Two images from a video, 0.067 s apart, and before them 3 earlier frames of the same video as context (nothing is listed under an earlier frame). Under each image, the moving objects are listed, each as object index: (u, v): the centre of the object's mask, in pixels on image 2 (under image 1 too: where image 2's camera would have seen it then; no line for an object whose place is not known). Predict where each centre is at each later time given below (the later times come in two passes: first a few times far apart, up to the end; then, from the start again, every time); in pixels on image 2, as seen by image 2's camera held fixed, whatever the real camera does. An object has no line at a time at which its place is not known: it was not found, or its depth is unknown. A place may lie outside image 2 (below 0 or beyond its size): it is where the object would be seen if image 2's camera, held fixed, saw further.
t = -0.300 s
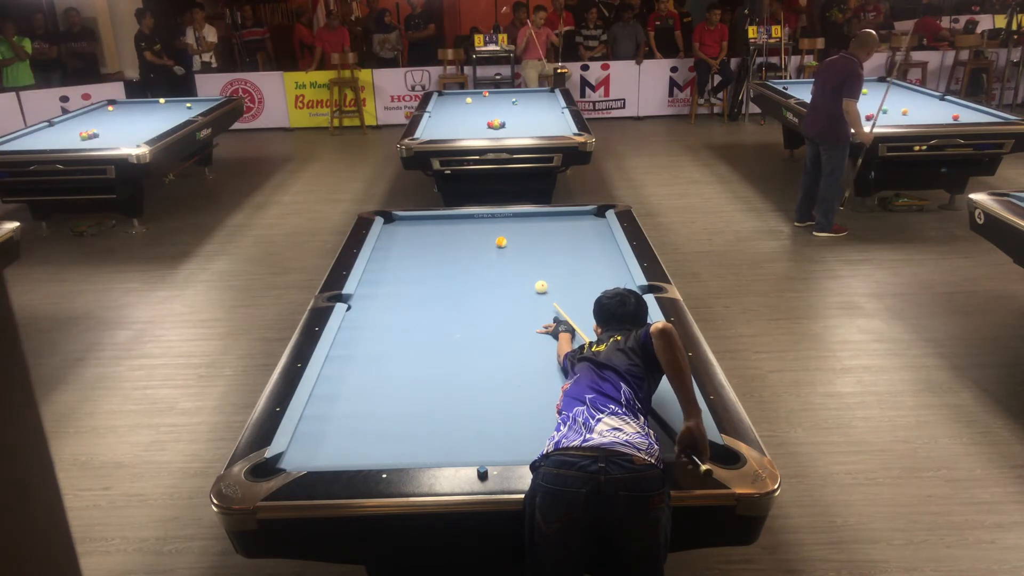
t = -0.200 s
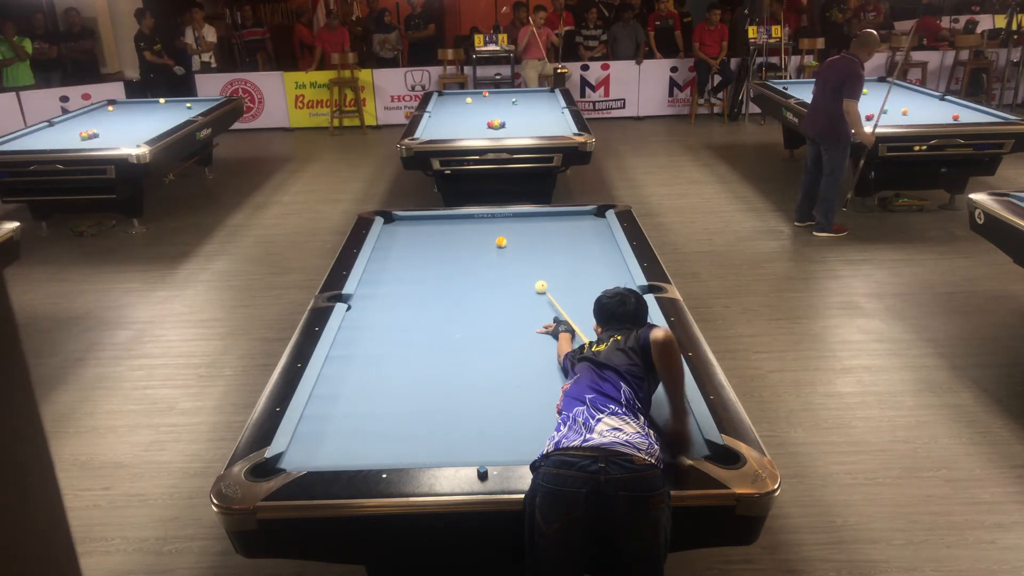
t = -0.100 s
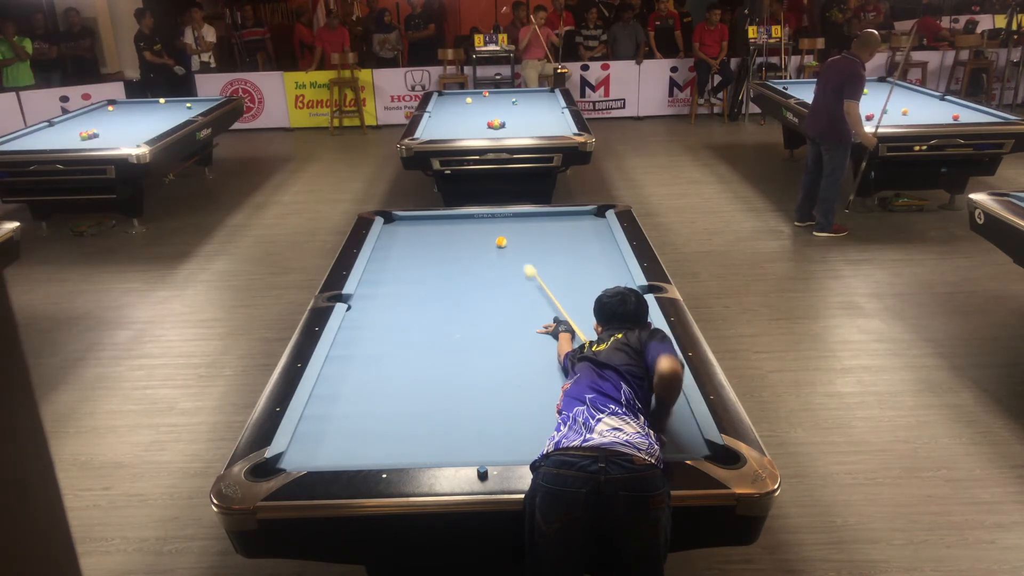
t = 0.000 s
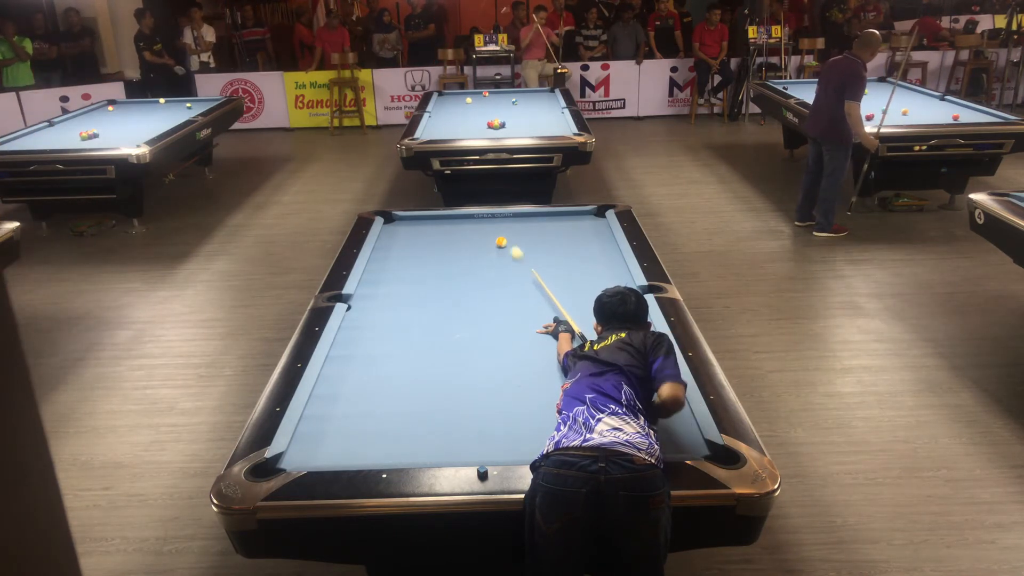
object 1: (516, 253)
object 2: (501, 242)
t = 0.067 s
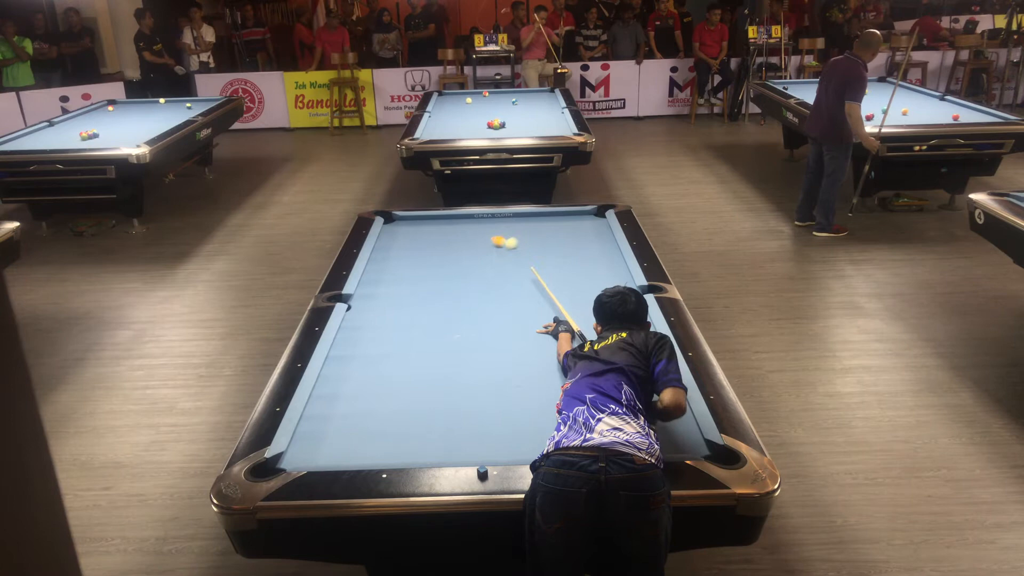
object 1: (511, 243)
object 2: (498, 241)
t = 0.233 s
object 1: (534, 230)
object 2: (460, 232)
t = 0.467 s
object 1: (555, 214)
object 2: (419, 222)
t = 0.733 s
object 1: (582, 224)
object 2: (392, 221)
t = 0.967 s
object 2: (405, 222)
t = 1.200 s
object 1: (594, 243)
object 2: (417, 224)
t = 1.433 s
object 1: (587, 250)
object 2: (429, 225)
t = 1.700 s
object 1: (577, 260)
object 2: (442, 227)
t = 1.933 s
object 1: (568, 269)
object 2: (453, 228)
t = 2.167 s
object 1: (557, 278)
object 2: (463, 229)
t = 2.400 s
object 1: (547, 288)
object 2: (473, 230)
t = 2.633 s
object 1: (537, 298)
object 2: (482, 231)
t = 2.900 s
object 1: (526, 309)
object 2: (491, 232)
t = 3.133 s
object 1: (515, 319)
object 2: (499, 232)
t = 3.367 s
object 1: (504, 329)
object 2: (506, 233)
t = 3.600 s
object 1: (493, 339)
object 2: (511, 234)
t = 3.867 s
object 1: (481, 351)
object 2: (518, 234)
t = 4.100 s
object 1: (471, 361)
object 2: (522, 235)
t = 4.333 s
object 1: (460, 371)
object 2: (526, 235)
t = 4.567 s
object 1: (450, 381)
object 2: (529, 235)
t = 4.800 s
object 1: (440, 392)
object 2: (532, 235)
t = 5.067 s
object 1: (428, 403)
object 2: (533, 236)
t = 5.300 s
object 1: (419, 412)
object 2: (534, 236)
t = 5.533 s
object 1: (410, 421)
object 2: (534, 236)
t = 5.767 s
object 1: (402, 430)
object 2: (534, 236)
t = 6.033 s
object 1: (393, 439)
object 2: (534, 236)
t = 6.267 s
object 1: (385, 447)
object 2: (534, 236)
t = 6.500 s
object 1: (379, 453)
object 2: (534, 236)
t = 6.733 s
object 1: (373, 457)
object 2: (534, 236)
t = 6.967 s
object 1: (371, 455)
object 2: (534, 236)
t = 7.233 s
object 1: (370, 454)
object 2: (534, 236)
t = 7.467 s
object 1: (370, 454)
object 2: (534, 236)
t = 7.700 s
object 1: (370, 454)
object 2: (534, 236)
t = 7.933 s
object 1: (370, 454)
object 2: (534, 236)
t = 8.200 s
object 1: (370, 454)
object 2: (534, 236)
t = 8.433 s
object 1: (370, 454)
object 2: (534, 236)
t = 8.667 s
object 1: (370, 454)
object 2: (534, 236)
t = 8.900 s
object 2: (534, 236)
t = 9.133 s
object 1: (370, 454)
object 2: (534, 236)
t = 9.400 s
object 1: (370, 454)
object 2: (534, 236)
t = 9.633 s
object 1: (370, 454)
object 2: (535, 236)
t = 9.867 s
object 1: (370, 454)
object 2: (535, 236)
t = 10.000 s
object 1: (370, 454)
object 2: (534, 236)
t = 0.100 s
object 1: (516, 241)
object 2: (490, 239)
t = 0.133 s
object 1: (521, 238)
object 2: (482, 237)
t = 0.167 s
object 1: (526, 235)
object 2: (474, 235)
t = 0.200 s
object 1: (530, 233)
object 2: (467, 234)
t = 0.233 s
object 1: (534, 230)
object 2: (460, 232)
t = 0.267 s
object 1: (537, 227)
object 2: (453, 230)
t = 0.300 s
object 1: (540, 224)
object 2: (447, 229)
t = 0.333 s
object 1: (543, 222)
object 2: (441, 227)
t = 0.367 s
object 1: (546, 219)
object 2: (436, 226)
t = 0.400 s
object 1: (549, 217)
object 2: (430, 225)
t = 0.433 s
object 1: (551, 214)
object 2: (425, 224)
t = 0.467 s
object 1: (555, 214)
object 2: (419, 222)
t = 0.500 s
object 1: (558, 216)
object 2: (414, 221)
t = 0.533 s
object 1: (561, 217)
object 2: (409, 220)
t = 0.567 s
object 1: (565, 218)
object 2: (403, 219)
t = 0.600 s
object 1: (568, 220)
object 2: (399, 218)
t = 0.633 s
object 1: (572, 221)
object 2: (395, 219)
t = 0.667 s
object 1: (575, 222)
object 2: (391, 220)
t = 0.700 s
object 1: (579, 223)
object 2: (389, 221)
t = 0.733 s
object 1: (582, 224)
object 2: (392, 221)
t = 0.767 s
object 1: (585, 225)
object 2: (394, 221)
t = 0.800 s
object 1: (589, 226)
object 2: (396, 221)
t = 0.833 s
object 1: (591, 226)
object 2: (397, 222)
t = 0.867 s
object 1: (592, 226)
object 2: (399, 222)
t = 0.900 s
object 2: (401, 222)
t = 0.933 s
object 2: (403, 222)
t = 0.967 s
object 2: (405, 222)
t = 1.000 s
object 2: (407, 223)
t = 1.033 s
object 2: (408, 223)
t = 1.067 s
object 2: (410, 223)
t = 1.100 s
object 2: (412, 223)
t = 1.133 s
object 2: (414, 223)
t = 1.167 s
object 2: (416, 223)
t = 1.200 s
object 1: (594, 243)
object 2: (417, 224)
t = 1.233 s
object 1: (593, 244)
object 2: (419, 224)
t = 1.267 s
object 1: (592, 245)
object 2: (421, 224)
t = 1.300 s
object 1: (592, 246)
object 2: (423, 224)
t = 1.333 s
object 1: (591, 247)
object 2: (425, 225)
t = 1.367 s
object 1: (590, 248)
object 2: (426, 225)
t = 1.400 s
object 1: (588, 249)
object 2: (428, 225)
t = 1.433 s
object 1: (587, 250)
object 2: (429, 225)
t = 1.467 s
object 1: (586, 252)
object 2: (431, 225)
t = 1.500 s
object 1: (585, 253)
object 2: (433, 225)
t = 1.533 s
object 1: (584, 254)
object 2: (435, 226)
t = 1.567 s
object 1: (583, 255)
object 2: (436, 226)
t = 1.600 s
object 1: (581, 256)
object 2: (438, 226)
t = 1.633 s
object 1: (580, 257)
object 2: (439, 226)
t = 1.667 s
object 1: (579, 259)
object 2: (441, 227)
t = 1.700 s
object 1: (577, 260)
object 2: (442, 227)
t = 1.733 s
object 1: (576, 261)
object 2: (444, 227)
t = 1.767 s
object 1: (575, 262)
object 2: (446, 227)
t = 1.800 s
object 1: (573, 264)
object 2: (447, 227)
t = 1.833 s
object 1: (572, 265)
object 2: (449, 227)
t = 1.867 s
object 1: (570, 267)
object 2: (450, 228)
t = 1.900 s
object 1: (569, 268)
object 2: (452, 228)
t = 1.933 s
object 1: (568, 269)
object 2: (453, 228)
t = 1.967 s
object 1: (566, 271)
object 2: (455, 228)
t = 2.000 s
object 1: (565, 272)
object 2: (456, 228)
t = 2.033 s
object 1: (563, 273)
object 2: (458, 228)
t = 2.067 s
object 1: (562, 274)
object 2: (459, 228)
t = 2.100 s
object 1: (561, 276)
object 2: (460, 228)
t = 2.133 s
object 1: (559, 277)
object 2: (462, 229)
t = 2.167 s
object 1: (557, 278)
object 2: (463, 229)
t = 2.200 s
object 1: (556, 280)
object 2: (465, 229)
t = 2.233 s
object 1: (555, 281)
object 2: (466, 229)
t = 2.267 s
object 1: (553, 282)
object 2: (468, 229)
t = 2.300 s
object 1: (552, 284)
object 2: (469, 229)
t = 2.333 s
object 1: (550, 285)
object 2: (470, 230)
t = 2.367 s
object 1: (549, 286)
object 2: (472, 230)
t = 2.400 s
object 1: (547, 288)
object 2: (473, 230)
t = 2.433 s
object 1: (546, 289)
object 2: (475, 230)
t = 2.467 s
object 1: (545, 290)
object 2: (476, 230)
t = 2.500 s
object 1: (543, 292)
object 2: (477, 230)
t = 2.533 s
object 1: (541, 293)
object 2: (478, 231)
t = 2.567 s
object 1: (540, 295)
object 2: (479, 231)
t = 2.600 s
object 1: (539, 296)
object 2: (481, 231)
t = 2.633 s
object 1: (537, 298)
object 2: (482, 231)
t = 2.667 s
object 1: (536, 299)
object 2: (483, 231)
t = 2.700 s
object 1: (534, 300)
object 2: (484, 231)
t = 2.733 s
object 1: (533, 302)
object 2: (485, 231)
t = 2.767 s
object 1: (531, 303)
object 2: (487, 232)
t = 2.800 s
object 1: (530, 305)
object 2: (488, 232)
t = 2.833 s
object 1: (528, 306)
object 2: (489, 232)
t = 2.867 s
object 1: (527, 307)
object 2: (490, 232)
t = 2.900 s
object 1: (526, 309)
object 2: (491, 232)
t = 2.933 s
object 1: (524, 310)
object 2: (492, 232)
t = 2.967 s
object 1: (522, 312)
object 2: (494, 232)
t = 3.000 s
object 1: (521, 313)
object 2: (494, 232)
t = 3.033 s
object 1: (519, 315)
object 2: (496, 232)
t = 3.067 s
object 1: (518, 316)
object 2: (497, 232)
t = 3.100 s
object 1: (516, 317)
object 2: (498, 232)
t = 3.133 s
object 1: (515, 319)
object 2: (499, 232)
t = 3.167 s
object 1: (513, 320)
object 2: (500, 233)
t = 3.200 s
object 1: (512, 322)
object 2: (501, 233)
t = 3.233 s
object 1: (510, 323)
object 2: (502, 233)
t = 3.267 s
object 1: (509, 325)
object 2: (503, 233)
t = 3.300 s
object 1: (507, 326)
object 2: (504, 233)
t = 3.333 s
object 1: (505, 328)
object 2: (505, 233)
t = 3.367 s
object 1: (504, 329)
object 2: (506, 233)
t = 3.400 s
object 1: (502, 330)
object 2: (507, 233)
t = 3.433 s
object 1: (501, 332)
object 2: (507, 233)
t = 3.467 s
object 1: (499, 333)
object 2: (508, 233)
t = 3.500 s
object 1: (498, 335)
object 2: (509, 234)
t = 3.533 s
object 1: (496, 336)
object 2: (510, 234)
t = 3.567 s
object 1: (495, 338)
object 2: (511, 234)
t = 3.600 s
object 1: (493, 339)
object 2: (511, 234)
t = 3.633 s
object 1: (492, 341)
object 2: (513, 234)
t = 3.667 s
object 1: (490, 342)
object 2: (513, 234)
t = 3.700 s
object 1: (489, 343)
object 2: (514, 234)
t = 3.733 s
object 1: (487, 345)
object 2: (515, 234)
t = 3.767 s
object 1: (486, 346)
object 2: (516, 234)
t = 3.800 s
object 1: (484, 348)
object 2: (516, 234)
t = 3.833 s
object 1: (482, 349)
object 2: (517, 234)
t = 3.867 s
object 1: (481, 351)
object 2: (518, 234)
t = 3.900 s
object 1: (479, 352)
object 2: (518, 235)
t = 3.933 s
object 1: (478, 354)
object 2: (519, 235)
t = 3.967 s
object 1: (476, 355)
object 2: (520, 235)
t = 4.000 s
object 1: (475, 357)
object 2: (520, 235)
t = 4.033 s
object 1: (473, 358)
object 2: (521, 235)
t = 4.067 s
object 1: (472, 359)
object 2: (522, 235)
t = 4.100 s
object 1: (471, 361)
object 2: (522, 235)
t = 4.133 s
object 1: (469, 362)
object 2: (523, 235)
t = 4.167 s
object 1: (468, 364)
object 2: (524, 235)
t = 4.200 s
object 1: (466, 365)
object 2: (524, 235)
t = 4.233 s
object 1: (465, 367)
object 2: (524, 235)
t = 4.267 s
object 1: (463, 368)
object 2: (525, 235)
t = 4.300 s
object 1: (462, 370)
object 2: (526, 235)
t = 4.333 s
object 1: (460, 371)
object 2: (526, 235)
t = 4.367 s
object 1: (459, 373)
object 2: (527, 235)
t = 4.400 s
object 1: (457, 374)
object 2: (527, 235)
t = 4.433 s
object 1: (456, 376)
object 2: (528, 235)
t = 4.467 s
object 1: (454, 377)
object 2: (528, 235)
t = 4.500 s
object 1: (453, 378)
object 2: (529, 235)
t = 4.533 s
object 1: (452, 380)
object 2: (529, 235)
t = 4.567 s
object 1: (450, 381)
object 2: (529, 235)
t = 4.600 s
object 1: (449, 383)
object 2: (530, 235)
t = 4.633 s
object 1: (447, 384)
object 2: (530, 236)
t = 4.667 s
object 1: (446, 386)
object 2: (531, 236)
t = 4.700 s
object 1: (444, 387)
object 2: (531, 236)
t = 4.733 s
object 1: (443, 388)
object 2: (531, 236)
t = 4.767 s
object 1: (441, 390)
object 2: (532, 236)
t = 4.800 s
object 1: (440, 392)
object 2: (532, 235)
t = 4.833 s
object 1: (438, 393)
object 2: (532, 236)
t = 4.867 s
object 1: (437, 394)
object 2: (532, 236)
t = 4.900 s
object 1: (435, 396)
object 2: (533, 236)
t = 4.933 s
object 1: (434, 397)
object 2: (533, 236)
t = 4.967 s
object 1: (433, 399)
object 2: (533, 236)
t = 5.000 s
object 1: (431, 400)
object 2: (533, 236)
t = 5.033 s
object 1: (430, 401)
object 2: (533, 236)
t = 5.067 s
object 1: (428, 403)
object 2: (533, 236)
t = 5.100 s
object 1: (427, 404)
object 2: (534, 236)
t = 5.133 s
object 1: (425, 406)
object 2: (534, 236)
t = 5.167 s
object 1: (424, 407)
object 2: (534, 236)
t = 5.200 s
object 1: (423, 408)
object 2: (534, 236)
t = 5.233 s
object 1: (422, 410)
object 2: (534, 236)
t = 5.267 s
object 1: (421, 411)
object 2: (534, 236)
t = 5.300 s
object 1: (419, 412)
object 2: (534, 236)
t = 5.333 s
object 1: (418, 413)
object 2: (534, 236)
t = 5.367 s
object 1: (417, 414)
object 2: (534, 236)
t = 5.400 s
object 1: (415, 415)
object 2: (534, 236)
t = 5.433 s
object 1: (414, 417)
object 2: (534, 236)
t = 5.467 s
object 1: (413, 418)
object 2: (534, 236)
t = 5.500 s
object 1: (411, 419)
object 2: (534, 236)
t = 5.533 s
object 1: (410, 421)
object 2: (534, 236)
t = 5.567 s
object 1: (409, 422)
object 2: (534, 236)
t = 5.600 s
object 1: (408, 423)
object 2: (534, 236)
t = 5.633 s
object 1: (407, 425)
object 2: (534, 236)
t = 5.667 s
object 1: (406, 426)
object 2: (534, 236)
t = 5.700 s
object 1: (404, 427)
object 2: (534, 236)
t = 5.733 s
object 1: (403, 428)
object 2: (534, 236)
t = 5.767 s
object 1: (402, 430)
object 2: (534, 236)
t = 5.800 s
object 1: (400, 431)
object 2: (534, 236)
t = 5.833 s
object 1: (399, 432)
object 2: (534, 236)
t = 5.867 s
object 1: (398, 433)
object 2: (534, 236)
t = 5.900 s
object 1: (397, 434)
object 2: (534, 236)
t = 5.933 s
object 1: (396, 436)
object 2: (534, 236)
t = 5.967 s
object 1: (395, 437)
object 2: (534, 236)
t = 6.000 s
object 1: (394, 438)
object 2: (534, 236)
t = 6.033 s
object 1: (393, 439)
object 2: (534, 236)
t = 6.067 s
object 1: (392, 440)
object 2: (534, 236)
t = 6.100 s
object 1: (391, 442)
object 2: (534, 236)
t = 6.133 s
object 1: (389, 443)
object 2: (534, 236)
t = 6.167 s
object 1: (388, 444)
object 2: (534, 236)
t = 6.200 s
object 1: (387, 445)
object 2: (534, 236)
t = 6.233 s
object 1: (386, 446)
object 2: (534, 236)
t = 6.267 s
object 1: (385, 447)
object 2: (534, 236)
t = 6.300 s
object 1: (384, 448)
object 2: (534, 236)
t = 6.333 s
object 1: (383, 449)
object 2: (534, 236)
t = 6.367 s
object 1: (382, 450)
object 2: (534, 236)
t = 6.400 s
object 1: (381, 451)
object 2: (534, 236)
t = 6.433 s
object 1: (380, 452)
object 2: (534, 236)
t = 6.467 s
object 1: (379, 453)
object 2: (534, 236)
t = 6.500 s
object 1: (379, 453)
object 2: (534, 236)
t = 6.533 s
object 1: (378, 454)
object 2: (534, 236)
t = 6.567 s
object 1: (377, 455)
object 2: (534, 236)
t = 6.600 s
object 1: (376, 455)
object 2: (534, 236)
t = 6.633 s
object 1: (375, 456)
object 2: (534, 236)
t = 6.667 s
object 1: (374, 456)
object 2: (534, 236)
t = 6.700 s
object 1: (373, 457)
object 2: (534, 236)
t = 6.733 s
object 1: (373, 457)
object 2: (534, 236)
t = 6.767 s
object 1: (373, 456)
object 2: (534, 236)
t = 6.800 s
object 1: (373, 456)
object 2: (534, 236)
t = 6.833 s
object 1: (372, 456)
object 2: (534, 236)
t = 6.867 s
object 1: (372, 456)
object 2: (534, 236)
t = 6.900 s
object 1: (372, 456)
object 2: (534, 236)
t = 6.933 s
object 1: (372, 455)
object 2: (534, 236)
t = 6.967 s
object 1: (371, 455)
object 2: (534, 236)
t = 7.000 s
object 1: (371, 455)
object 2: (534, 236)
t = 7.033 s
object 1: (371, 455)
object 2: (534, 236)
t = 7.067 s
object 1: (371, 455)
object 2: (534, 236)
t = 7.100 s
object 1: (371, 455)
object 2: (534, 236)
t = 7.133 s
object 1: (370, 455)
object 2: (534, 236)
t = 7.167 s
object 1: (370, 455)
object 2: (534, 236)
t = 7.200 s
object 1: (370, 454)
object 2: (534, 236)
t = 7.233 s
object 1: (370, 454)
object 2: (534, 236)
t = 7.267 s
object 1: (370, 454)
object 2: (534, 236)
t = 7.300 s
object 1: (370, 454)
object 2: (534, 236)
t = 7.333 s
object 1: (370, 454)
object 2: (534, 236)
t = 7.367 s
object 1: (370, 454)
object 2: (534, 236)
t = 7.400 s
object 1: (370, 454)
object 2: (534, 236)
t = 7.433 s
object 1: (370, 454)
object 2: (534, 236)
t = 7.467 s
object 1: (370, 454)
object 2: (534, 236)
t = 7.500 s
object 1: (370, 454)
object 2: (534, 236)
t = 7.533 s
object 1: (370, 454)
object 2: (534, 236)
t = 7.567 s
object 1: (370, 454)
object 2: (534, 236)
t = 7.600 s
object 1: (370, 454)
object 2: (534, 236)
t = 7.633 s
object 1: (370, 454)
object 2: (534, 236)
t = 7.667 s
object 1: (370, 454)
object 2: (534, 236)
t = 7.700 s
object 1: (370, 454)
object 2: (534, 236)
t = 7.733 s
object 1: (370, 454)
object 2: (534, 236)
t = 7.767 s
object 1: (370, 454)
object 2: (534, 236)
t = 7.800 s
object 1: (370, 454)
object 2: (534, 236)
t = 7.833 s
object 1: (370, 454)
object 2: (534, 236)
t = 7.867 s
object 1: (370, 454)
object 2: (534, 236)
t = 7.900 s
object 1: (370, 454)
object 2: (534, 236)
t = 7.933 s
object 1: (370, 454)
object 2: (534, 236)
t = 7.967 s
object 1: (370, 454)
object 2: (534, 236)
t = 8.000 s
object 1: (370, 454)
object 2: (534, 236)
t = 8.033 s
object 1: (370, 454)
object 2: (534, 236)
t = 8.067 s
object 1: (370, 454)
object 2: (534, 236)
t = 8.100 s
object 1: (370, 454)
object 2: (534, 236)
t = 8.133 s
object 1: (370, 454)
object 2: (534, 236)
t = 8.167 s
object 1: (370, 454)
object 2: (534, 236)
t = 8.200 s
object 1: (370, 454)
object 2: (534, 236)
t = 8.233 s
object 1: (370, 454)
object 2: (534, 236)
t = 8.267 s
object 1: (370, 454)
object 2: (534, 236)
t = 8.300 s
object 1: (370, 454)
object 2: (534, 236)
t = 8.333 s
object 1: (370, 454)
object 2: (534, 236)
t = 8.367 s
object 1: (370, 454)
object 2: (534, 236)
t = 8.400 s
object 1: (370, 454)
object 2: (534, 236)
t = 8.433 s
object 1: (370, 454)
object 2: (534, 236)
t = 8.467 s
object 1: (370, 454)
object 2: (534, 236)
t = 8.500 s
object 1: (370, 454)
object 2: (534, 236)
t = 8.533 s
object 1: (370, 454)
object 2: (534, 236)
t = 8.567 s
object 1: (370, 454)
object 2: (534, 236)
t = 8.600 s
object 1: (370, 454)
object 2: (534, 236)
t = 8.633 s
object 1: (370, 454)
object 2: (534, 236)
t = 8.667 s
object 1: (370, 454)
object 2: (534, 236)
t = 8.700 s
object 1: (370, 454)
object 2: (534, 236)
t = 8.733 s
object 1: (370, 454)
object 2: (534, 236)
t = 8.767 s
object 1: (370, 454)
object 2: (534, 236)
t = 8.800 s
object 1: (370, 454)
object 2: (534, 236)
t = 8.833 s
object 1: (365, 455)
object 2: (534, 236)
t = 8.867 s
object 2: (534, 236)
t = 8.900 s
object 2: (534, 236)
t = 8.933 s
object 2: (534, 236)
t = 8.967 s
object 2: (534, 236)
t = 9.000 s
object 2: (534, 236)
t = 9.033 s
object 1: (373, 450)
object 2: (534, 236)
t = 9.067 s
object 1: (370, 453)
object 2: (534, 236)
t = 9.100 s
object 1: (370, 454)
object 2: (534, 236)
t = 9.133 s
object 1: (370, 454)
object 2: (534, 236)
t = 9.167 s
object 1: (370, 454)
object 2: (534, 236)
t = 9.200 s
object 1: (370, 454)
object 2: (534, 236)
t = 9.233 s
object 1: (370, 454)
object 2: (534, 236)
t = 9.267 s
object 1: (370, 454)
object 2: (534, 236)
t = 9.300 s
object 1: (370, 454)
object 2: (534, 236)
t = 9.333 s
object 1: (370, 454)
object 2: (534, 236)
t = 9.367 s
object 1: (370, 454)
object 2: (534, 236)
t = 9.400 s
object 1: (370, 454)
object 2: (534, 236)
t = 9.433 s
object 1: (370, 454)
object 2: (535, 236)
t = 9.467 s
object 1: (370, 454)
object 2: (535, 236)
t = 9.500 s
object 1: (370, 454)
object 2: (535, 236)
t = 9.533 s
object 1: (370, 454)
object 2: (535, 236)
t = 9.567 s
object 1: (370, 454)
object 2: (535, 236)
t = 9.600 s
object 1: (370, 454)
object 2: (535, 236)
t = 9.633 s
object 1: (370, 454)
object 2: (535, 236)
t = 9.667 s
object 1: (370, 454)
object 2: (535, 236)
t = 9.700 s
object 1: (370, 454)
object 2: (534, 236)
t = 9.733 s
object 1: (370, 454)
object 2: (535, 236)
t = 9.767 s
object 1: (370, 454)
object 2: (535, 236)
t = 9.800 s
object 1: (370, 454)
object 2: (535, 236)
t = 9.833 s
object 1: (370, 454)
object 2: (535, 236)
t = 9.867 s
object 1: (370, 454)
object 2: (535, 236)
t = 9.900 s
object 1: (370, 454)
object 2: (535, 236)
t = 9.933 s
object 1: (370, 454)
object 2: (534, 236)
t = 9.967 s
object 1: (370, 454)
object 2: (534, 236)
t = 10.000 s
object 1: (370, 454)
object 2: (534, 236)
